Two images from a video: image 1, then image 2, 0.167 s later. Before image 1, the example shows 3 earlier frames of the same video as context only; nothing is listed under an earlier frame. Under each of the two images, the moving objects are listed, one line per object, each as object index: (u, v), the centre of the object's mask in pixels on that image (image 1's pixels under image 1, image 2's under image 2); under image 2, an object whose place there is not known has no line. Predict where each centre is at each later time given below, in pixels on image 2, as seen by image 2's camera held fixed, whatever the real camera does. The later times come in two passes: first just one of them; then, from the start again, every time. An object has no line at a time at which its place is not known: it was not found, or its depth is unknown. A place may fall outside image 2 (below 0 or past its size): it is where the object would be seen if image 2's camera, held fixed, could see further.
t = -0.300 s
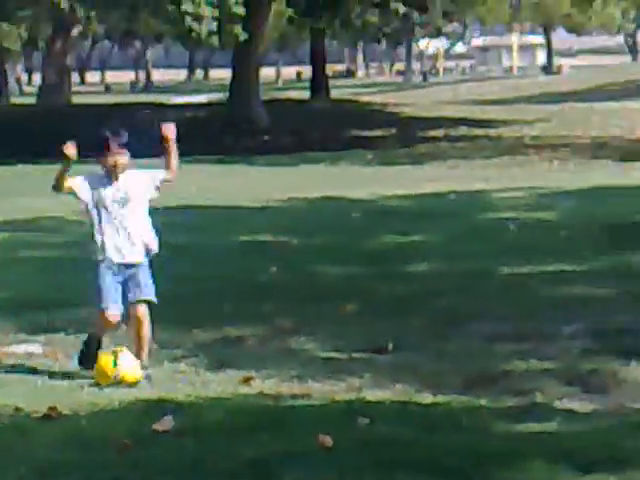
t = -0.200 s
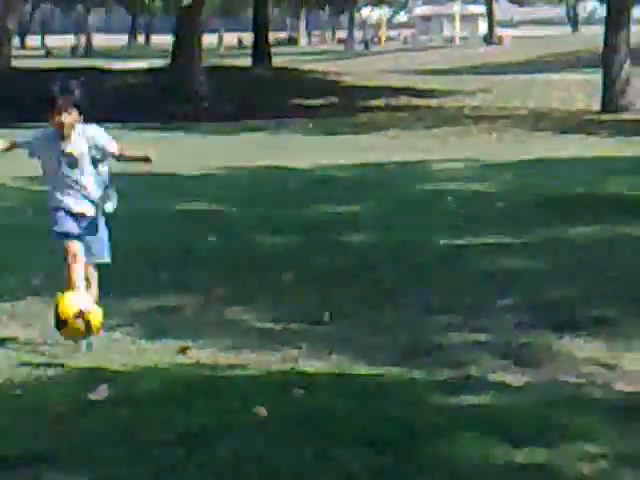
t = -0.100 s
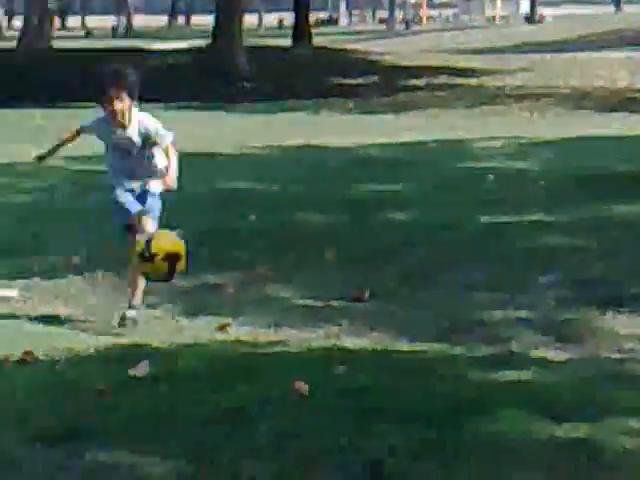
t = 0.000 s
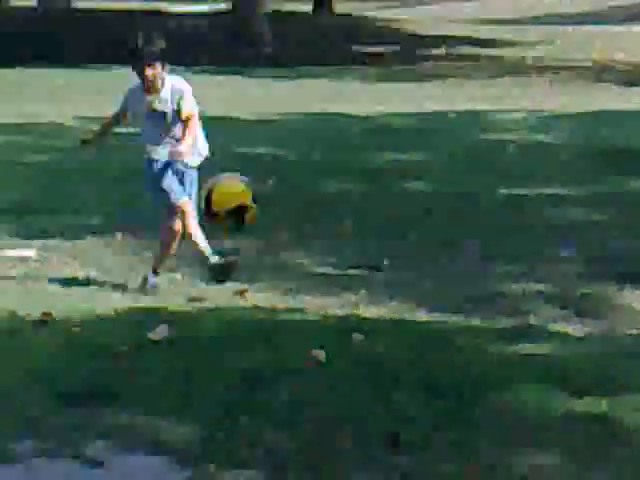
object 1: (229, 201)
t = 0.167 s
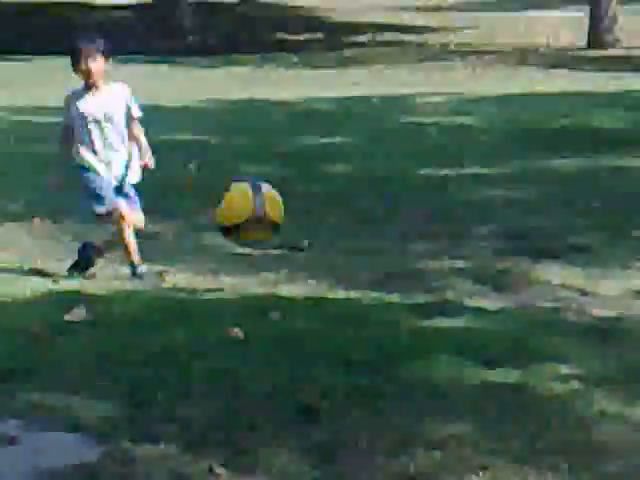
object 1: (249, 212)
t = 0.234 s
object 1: (295, 248)
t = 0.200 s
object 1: (272, 227)
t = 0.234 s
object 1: (295, 248)
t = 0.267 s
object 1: (319, 270)
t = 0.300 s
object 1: (345, 299)
